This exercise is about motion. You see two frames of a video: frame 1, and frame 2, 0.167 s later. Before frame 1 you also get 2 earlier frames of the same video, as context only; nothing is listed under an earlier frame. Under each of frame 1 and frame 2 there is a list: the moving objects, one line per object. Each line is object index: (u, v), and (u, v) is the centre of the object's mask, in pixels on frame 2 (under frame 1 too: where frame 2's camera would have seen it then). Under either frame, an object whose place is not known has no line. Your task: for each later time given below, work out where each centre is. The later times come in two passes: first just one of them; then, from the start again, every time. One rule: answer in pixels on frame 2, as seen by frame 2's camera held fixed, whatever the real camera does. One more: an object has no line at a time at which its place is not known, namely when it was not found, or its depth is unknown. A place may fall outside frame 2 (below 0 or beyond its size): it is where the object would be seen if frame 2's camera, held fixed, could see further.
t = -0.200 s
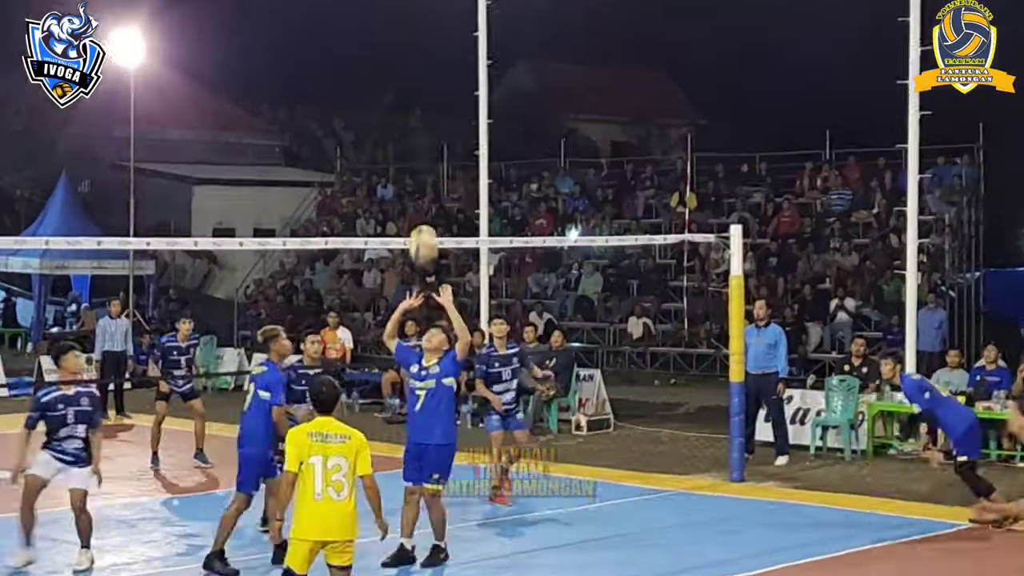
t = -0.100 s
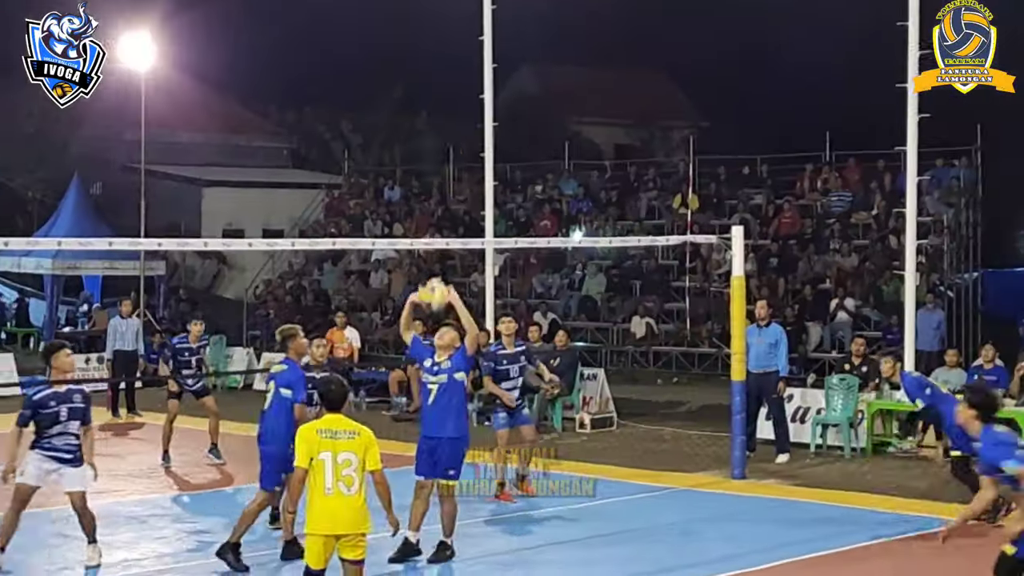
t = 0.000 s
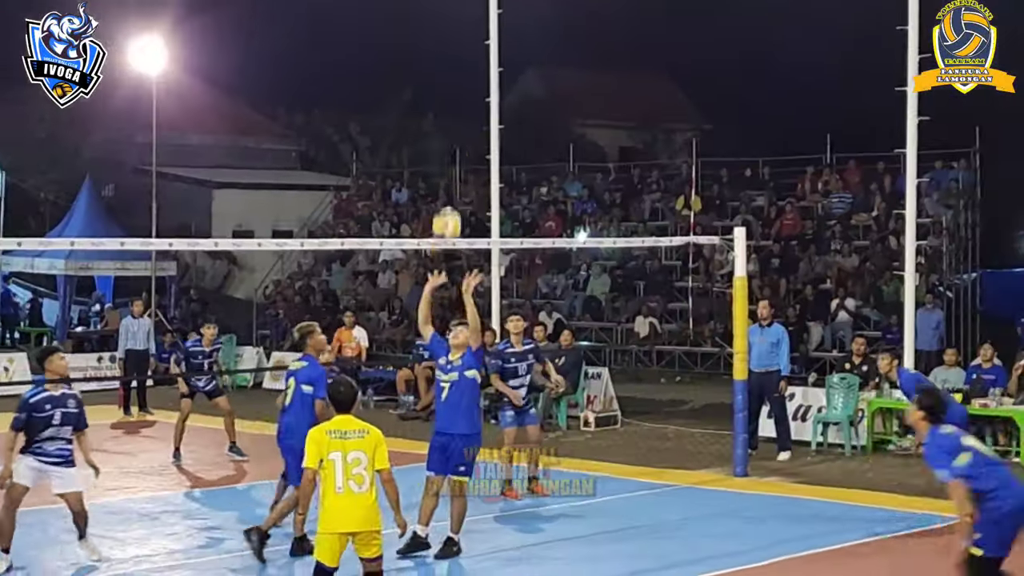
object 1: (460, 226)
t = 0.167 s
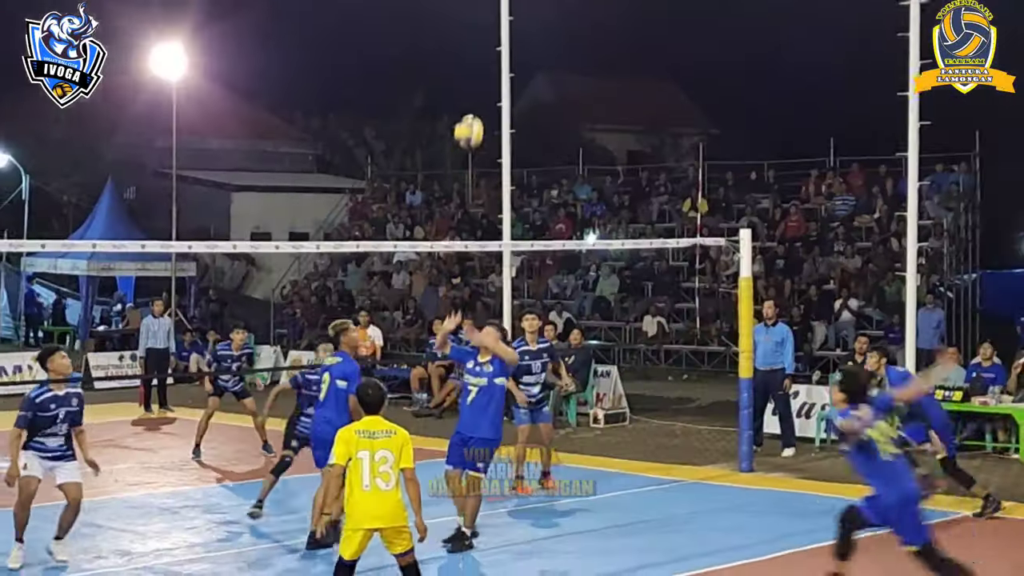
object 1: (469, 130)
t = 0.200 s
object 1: (471, 114)
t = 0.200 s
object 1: (471, 114)
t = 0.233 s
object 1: (472, 100)
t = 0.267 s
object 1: (474, 88)
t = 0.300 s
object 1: (475, 78)
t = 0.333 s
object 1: (477, 68)
